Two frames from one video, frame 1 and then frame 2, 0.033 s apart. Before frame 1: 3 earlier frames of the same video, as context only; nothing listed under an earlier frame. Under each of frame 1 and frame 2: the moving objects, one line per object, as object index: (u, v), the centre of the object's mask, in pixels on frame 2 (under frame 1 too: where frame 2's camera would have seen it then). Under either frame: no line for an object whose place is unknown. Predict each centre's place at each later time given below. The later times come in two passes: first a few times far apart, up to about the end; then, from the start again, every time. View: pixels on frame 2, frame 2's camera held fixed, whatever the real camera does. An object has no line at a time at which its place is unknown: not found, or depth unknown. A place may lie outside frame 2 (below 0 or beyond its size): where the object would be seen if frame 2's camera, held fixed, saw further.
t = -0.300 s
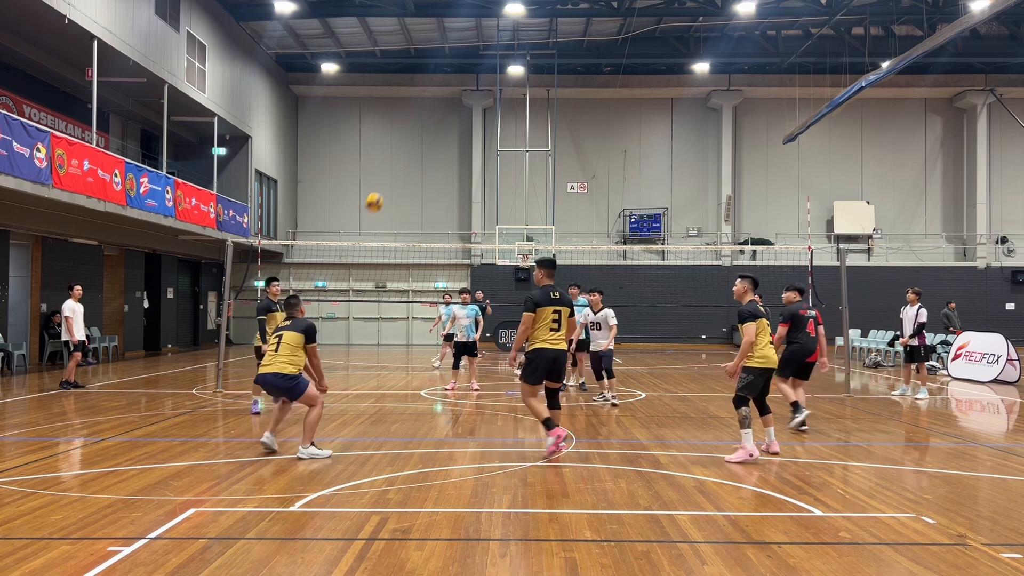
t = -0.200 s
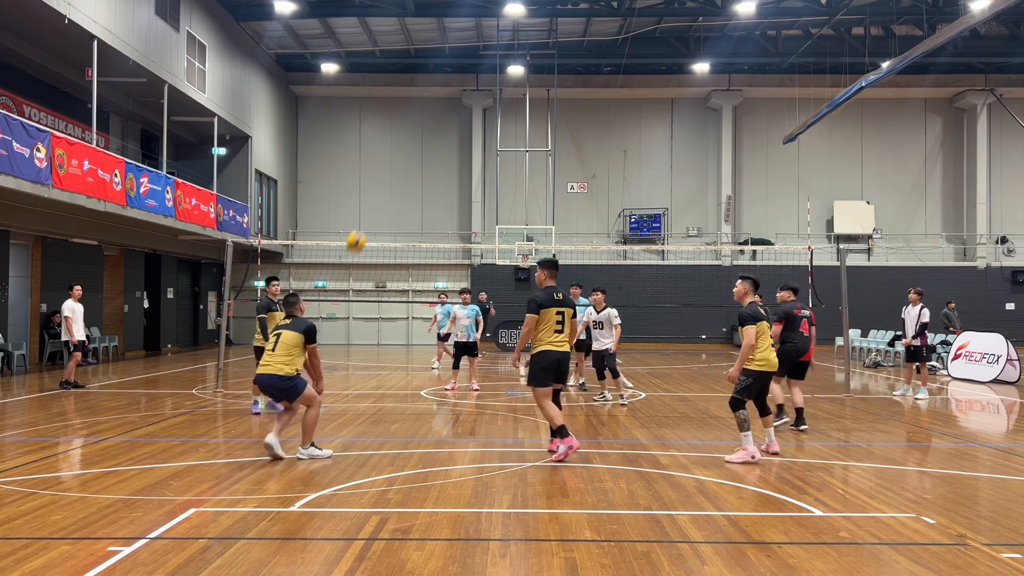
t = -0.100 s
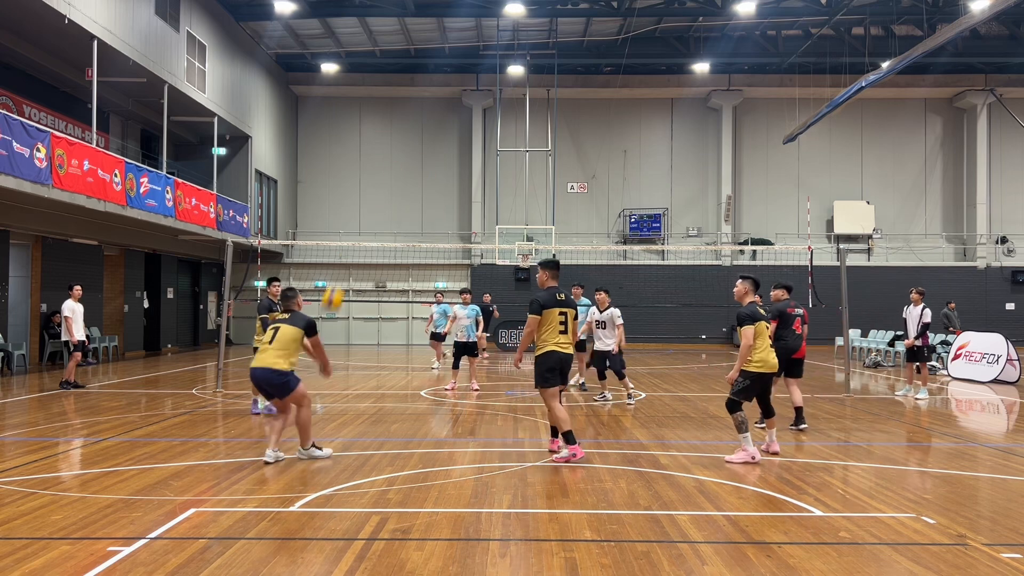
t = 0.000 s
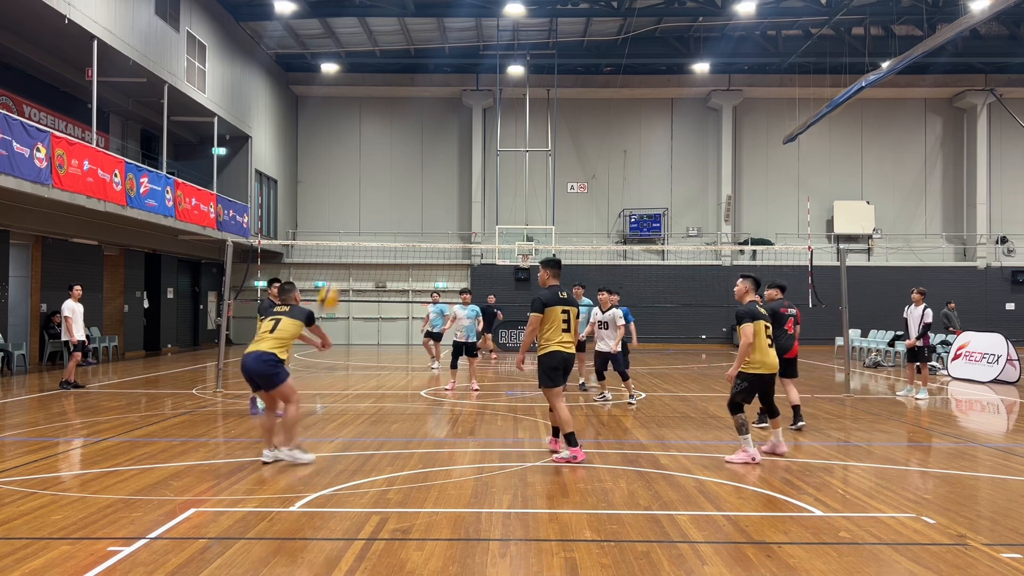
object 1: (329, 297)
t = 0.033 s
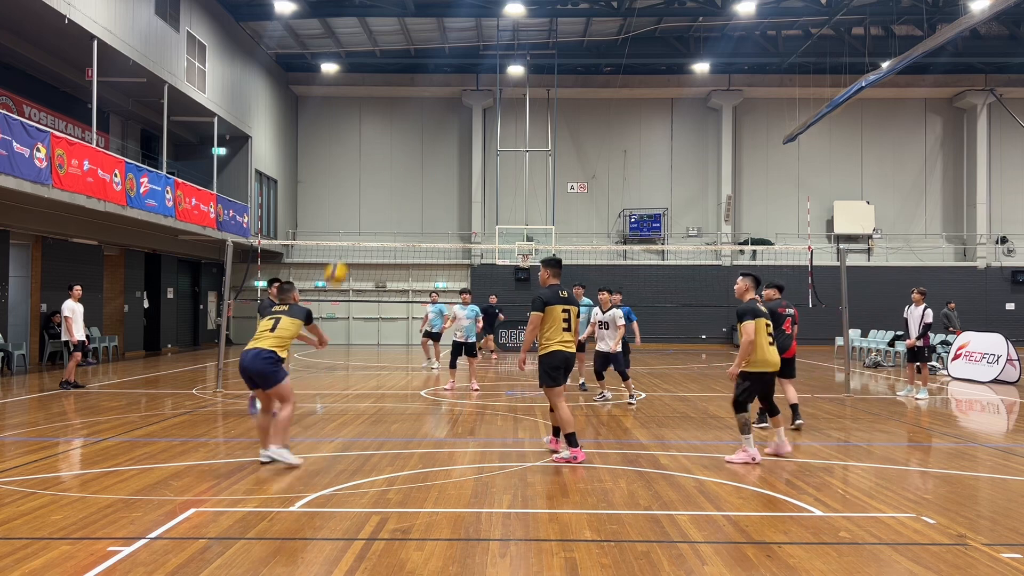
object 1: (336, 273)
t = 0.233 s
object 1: (372, 172)
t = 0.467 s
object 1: (408, 112)
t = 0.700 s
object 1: (439, 105)
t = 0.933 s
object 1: (467, 138)
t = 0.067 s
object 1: (343, 253)
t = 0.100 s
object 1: (348, 234)
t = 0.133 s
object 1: (355, 216)
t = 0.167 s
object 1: (360, 200)
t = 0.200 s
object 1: (366, 185)
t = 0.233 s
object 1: (372, 172)
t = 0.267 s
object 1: (377, 160)
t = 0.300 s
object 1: (383, 149)
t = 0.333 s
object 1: (388, 139)
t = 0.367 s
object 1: (393, 131)
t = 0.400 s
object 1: (398, 124)
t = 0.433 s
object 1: (403, 117)
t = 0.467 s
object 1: (408, 112)
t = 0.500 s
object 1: (413, 108)
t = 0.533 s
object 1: (417, 106)
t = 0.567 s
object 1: (422, 103)
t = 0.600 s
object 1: (426, 102)
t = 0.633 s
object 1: (431, 102)
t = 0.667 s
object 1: (435, 103)
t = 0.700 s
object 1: (439, 105)
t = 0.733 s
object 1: (443, 107)
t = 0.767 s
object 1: (447, 110)
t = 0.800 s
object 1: (451, 114)
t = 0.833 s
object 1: (455, 118)
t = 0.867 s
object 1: (459, 125)
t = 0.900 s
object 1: (463, 131)
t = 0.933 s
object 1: (467, 138)
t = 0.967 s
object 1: (470, 145)
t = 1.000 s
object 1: (474, 154)
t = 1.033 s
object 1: (477, 163)
